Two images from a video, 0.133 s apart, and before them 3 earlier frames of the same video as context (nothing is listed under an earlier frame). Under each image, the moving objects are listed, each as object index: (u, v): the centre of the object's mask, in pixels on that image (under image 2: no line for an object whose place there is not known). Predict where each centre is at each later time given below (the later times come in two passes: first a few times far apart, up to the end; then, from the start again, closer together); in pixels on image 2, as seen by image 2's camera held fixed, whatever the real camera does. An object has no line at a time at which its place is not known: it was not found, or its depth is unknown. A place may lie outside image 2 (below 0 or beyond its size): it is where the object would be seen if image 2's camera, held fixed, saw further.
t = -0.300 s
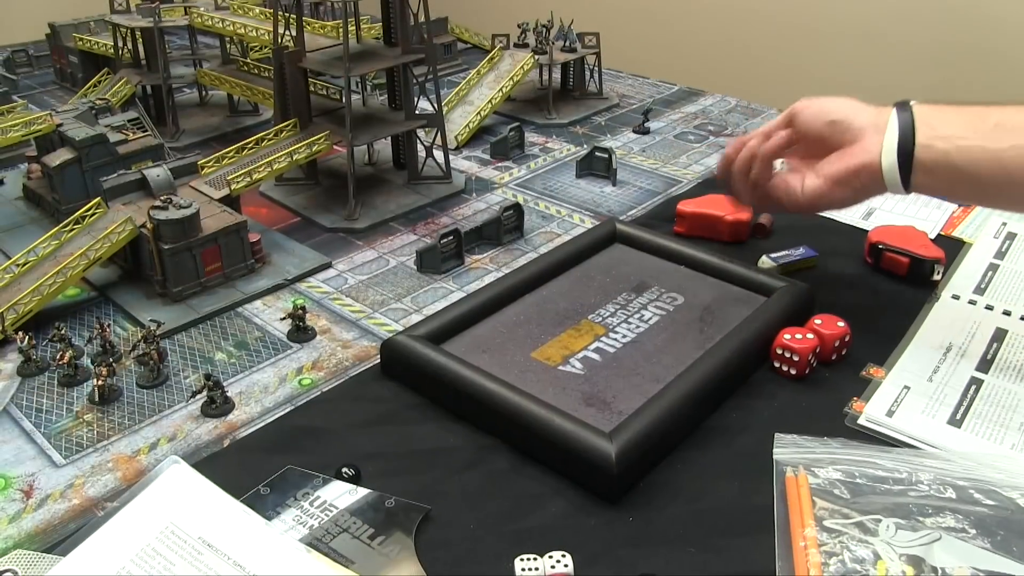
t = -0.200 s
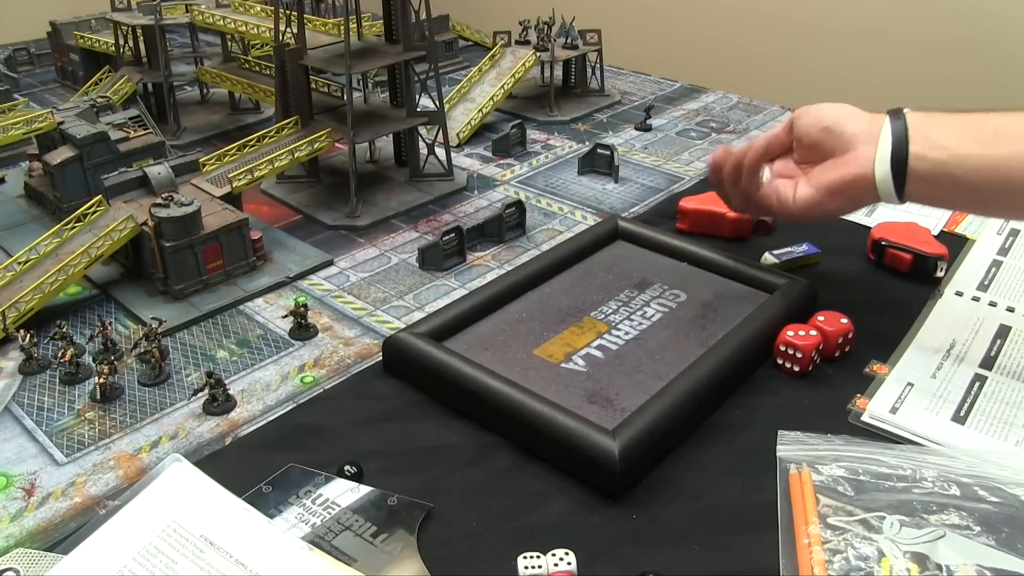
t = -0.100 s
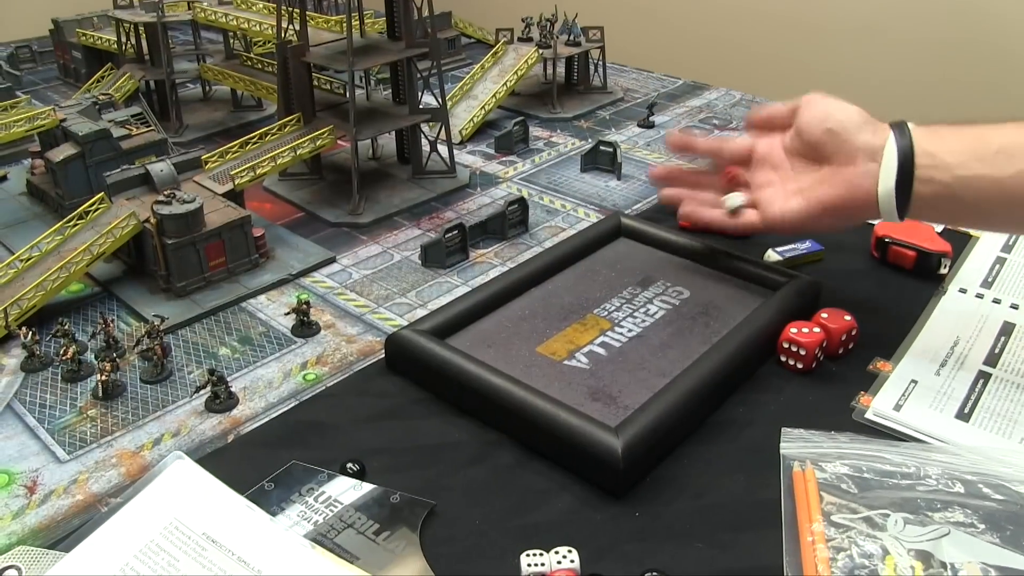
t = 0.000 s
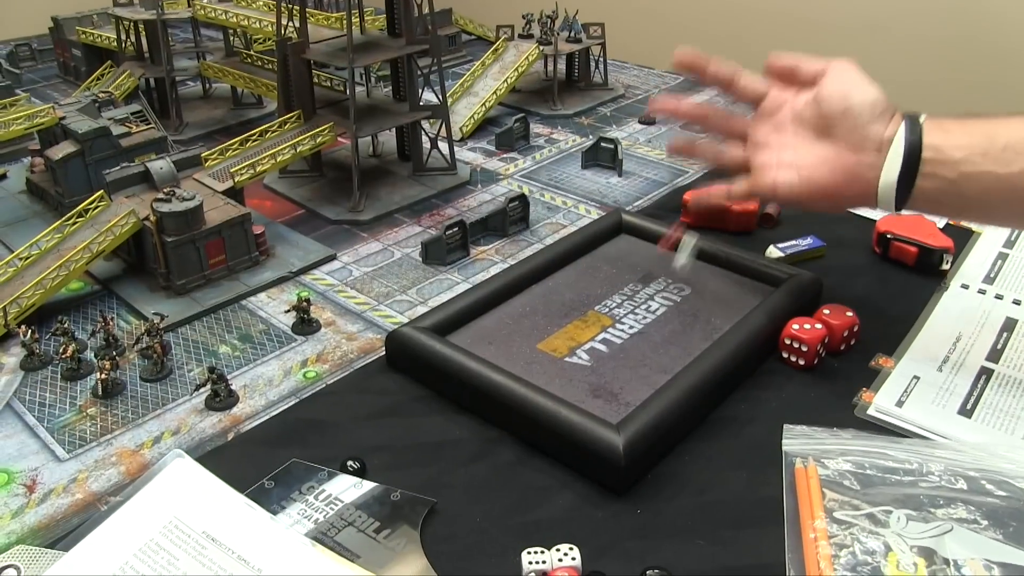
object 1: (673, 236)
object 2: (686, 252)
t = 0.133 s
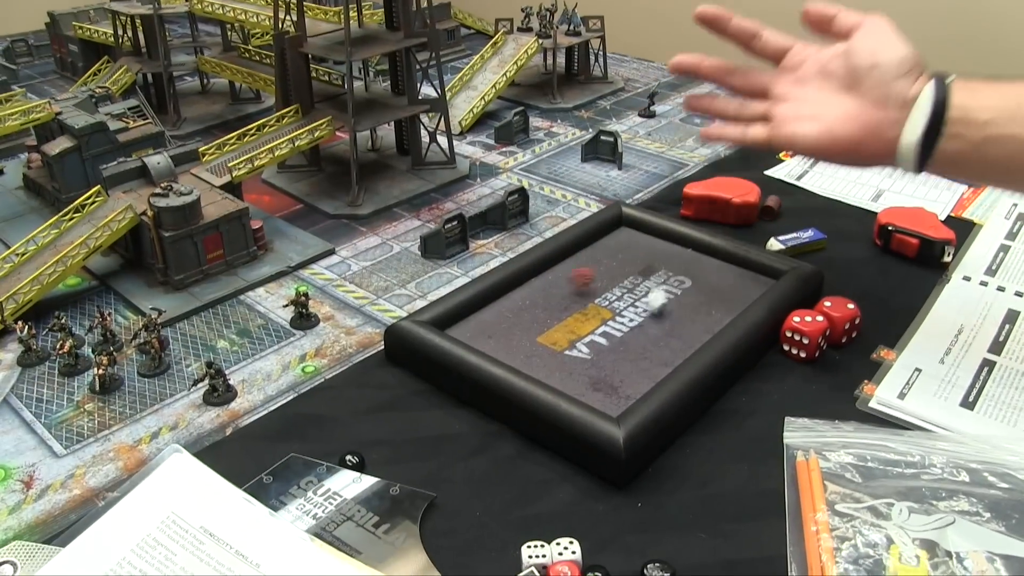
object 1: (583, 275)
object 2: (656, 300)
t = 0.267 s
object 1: (486, 302)
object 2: (619, 338)
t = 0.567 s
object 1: (514, 329)
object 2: (580, 373)
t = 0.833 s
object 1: (535, 321)
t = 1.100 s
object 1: (536, 309)
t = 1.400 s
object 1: (526, 310)
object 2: (584, 372)
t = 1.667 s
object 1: (525, 316)
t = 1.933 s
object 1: (525, 312)
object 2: (583, 373)
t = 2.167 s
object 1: (525, 312)
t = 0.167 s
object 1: (559, 286)
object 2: (649, 310)
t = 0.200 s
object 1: (534, 290)
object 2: (641, 319)
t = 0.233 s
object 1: (510, 293)
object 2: (631, 331)
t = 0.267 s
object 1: (486, 302)
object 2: (619, 338)
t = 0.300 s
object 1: (470, 310)
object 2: (606, 345)
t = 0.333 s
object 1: (460, 324)
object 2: (596, 353)
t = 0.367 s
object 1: (466, 324)
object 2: (585, 359)
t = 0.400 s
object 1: (477, 329)
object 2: (576, 366)
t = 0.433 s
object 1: (490, 330)
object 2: (568, 375)
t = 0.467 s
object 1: (498, 331)
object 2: (563, 377)
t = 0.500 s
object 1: (505, 331)
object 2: (570, 376)
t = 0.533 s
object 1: (508, 329)
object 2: (575, 375)
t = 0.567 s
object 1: (514, 329)
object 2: (580, 373)
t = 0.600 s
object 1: (518, 327)
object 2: (584, 372)
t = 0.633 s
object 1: (519, 326)
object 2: (585, 373)
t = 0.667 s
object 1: (523, 326)
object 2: (585, 372)
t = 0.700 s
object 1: (526, 324)
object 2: (585, 372)
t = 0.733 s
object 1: (527, 323)
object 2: (584, 372)
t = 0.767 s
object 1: (528, 322)
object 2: (584, 372)
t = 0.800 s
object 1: (533, 322)
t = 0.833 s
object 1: (535, 321)
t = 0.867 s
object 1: (537, 320)
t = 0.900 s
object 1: (540, 318)
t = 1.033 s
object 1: (541, 311)
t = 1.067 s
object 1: (540, 310)
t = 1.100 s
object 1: (536, 309)
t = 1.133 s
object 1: (534, 308)
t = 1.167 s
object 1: (529, 307)
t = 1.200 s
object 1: (527, 308)
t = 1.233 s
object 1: (524, 309)
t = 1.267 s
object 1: (524, 311)
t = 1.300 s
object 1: (525, 312)
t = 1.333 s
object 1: (527, 312)
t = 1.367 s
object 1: (526, 311)
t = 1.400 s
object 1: (526, 310)
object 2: (584, 372)
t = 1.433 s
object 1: (525, 311)
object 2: (584, 372)
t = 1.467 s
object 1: (525, 312)
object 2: (584, 372)
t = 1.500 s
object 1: (525, 316)
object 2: (584, 372)
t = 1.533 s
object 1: (525, 316)
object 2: (583, 372)
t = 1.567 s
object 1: (526, 310)
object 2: (584, 373)
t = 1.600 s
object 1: (525, 310)
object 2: (584, 372)
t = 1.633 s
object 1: (525, 313)
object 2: (584, 372)
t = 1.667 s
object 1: (525, 316)
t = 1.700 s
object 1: (525, 316)
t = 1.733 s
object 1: (525, 316)
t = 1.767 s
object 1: (525, 313)
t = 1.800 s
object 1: (525, 313)
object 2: (584, 373)
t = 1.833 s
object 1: (525, 316)
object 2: (584, 373)
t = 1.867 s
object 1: (525, 316)
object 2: (584, 373)
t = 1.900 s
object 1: (525, 314)
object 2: (583, 373)
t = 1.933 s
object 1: (525, 312)
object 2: (583, 373)
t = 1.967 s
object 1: (525, 312)
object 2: (583, 373)
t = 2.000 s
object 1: (525, 312)
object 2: (583, 373)
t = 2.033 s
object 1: (525, 312)
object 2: (583, 373)
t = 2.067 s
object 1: (525, 313)
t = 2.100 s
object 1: (525, 313)
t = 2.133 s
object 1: (525, 313)
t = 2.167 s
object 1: (525, 312)
